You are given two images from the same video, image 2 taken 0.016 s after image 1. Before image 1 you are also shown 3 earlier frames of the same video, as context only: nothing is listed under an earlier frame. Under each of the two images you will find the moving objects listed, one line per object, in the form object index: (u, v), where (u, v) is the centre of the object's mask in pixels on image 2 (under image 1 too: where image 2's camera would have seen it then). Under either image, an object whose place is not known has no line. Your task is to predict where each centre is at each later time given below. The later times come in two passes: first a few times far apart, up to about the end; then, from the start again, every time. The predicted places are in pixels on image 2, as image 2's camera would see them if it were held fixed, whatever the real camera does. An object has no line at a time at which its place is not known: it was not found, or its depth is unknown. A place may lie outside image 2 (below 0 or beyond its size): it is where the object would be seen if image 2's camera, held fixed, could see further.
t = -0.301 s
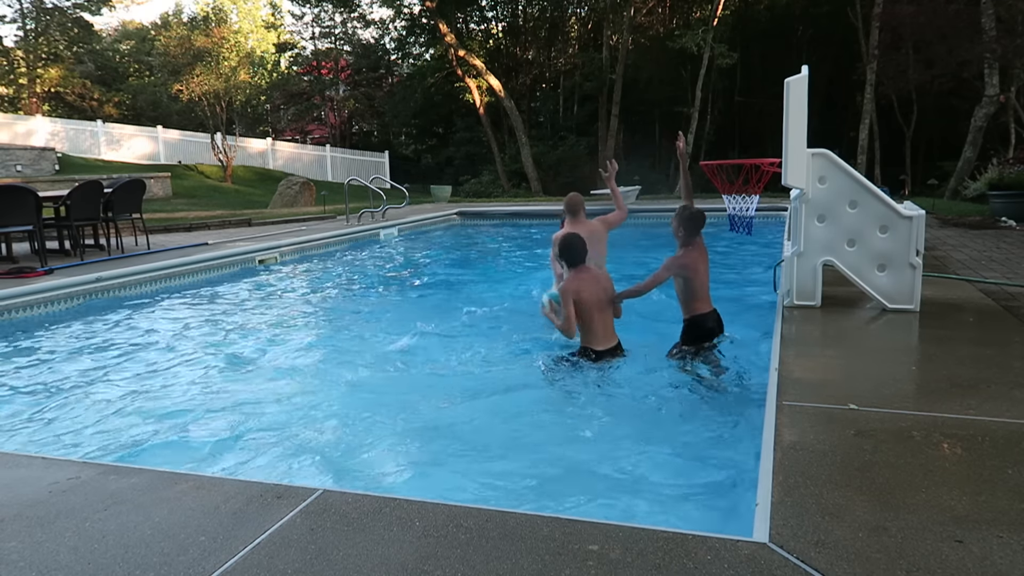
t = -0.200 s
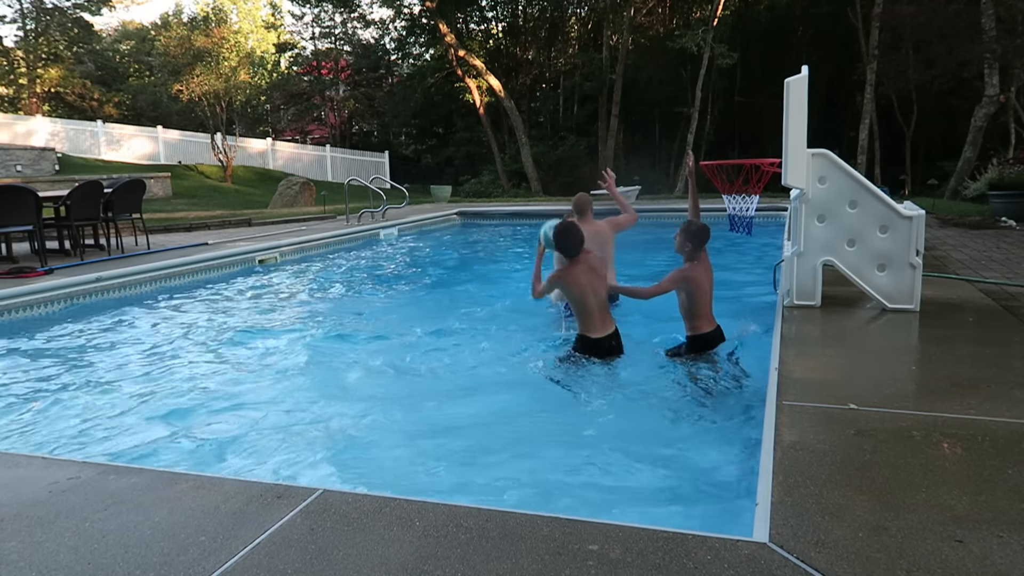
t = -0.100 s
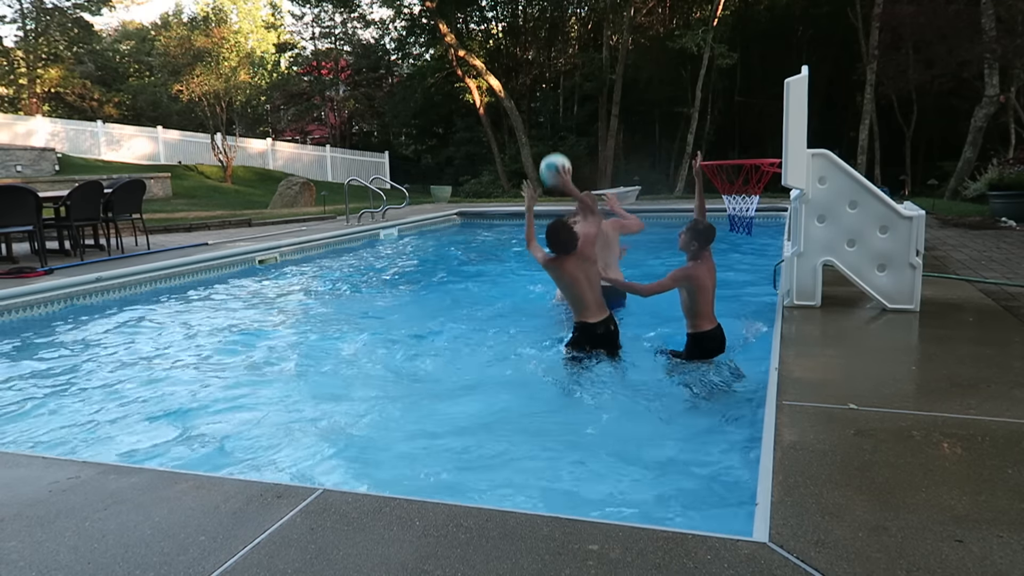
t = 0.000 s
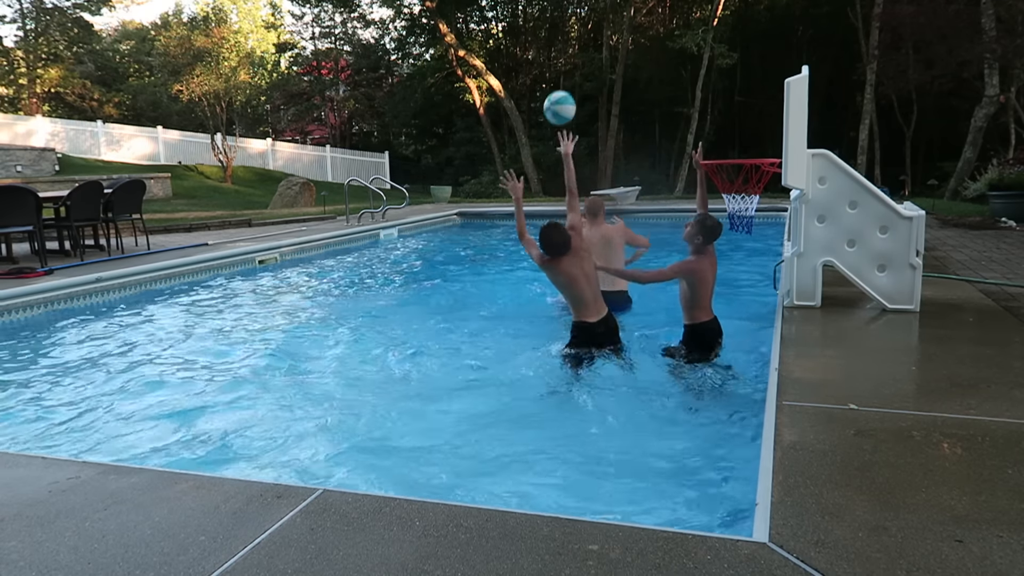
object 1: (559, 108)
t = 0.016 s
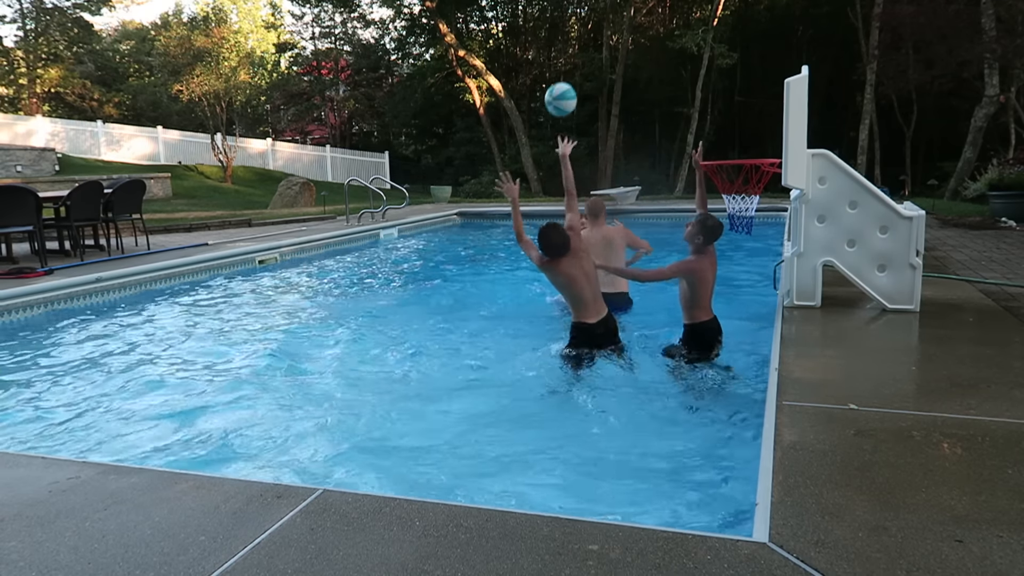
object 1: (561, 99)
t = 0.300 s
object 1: (580, 27)
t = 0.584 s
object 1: (598, 74)
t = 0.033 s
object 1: (562, 91)
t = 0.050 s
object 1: (563, 84)
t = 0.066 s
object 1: (564, 77)
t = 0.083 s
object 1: (565, 70)
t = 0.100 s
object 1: (566, 64)
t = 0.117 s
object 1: (567, 58)
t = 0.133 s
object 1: (568, 53)
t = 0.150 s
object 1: (569, 48)
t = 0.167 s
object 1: (570, 44)
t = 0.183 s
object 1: (571, 40)
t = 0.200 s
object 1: (573, 37)
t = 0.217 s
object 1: (574, 34)
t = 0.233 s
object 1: (575, 31)
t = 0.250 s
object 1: (576, 30)
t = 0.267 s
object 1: (577, 28)
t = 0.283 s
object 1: (578, 27)
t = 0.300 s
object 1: (580, 27)
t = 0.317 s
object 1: (581, 27)
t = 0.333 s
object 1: (582, 27)
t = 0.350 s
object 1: (583, 28)
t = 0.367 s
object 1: (584, 29)
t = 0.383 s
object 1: (585, 30)
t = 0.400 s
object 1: (586, 32)
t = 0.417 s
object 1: (588, 34)
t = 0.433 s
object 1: (589, 37)
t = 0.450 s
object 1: (590, 40)
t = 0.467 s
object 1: (591, 43)
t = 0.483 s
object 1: (592, 46)
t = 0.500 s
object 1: (593, 50)
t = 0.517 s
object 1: (594, 54)
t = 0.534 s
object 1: (595, 59)
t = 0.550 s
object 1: (596, 63)
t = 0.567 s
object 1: (597, 69)
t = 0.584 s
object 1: (598, 74)
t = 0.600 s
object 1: (599, 80)
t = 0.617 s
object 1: (600, 86)
